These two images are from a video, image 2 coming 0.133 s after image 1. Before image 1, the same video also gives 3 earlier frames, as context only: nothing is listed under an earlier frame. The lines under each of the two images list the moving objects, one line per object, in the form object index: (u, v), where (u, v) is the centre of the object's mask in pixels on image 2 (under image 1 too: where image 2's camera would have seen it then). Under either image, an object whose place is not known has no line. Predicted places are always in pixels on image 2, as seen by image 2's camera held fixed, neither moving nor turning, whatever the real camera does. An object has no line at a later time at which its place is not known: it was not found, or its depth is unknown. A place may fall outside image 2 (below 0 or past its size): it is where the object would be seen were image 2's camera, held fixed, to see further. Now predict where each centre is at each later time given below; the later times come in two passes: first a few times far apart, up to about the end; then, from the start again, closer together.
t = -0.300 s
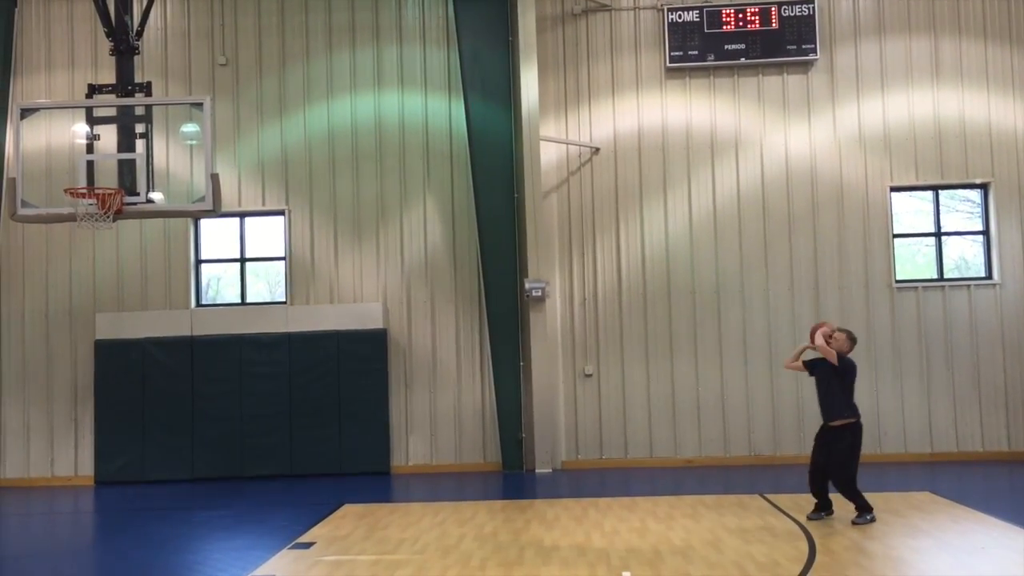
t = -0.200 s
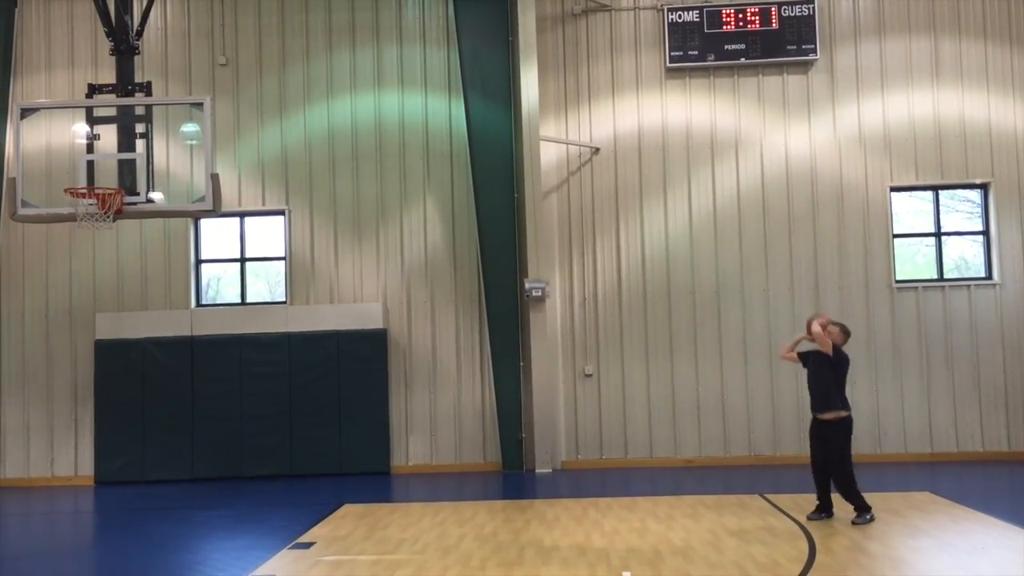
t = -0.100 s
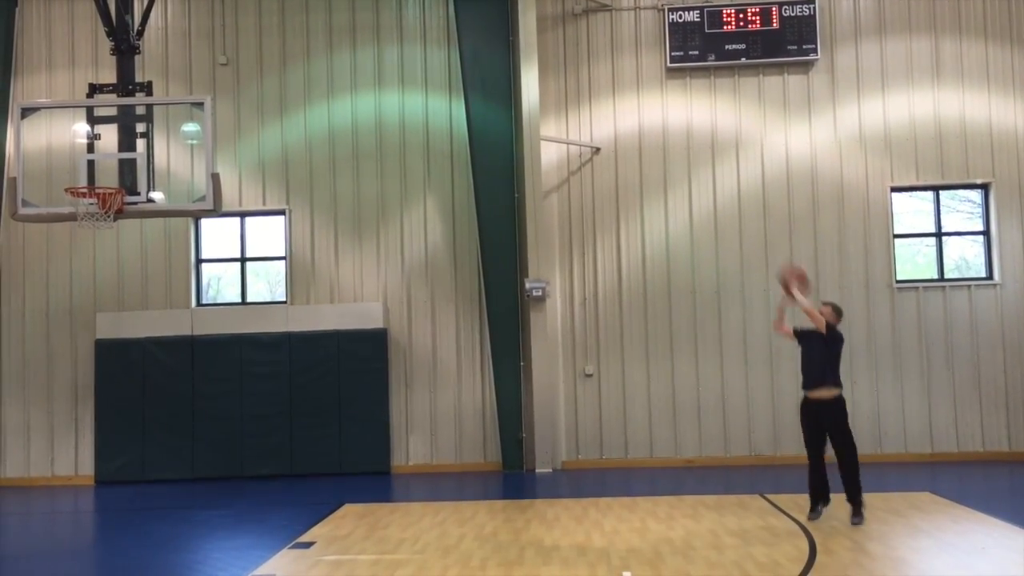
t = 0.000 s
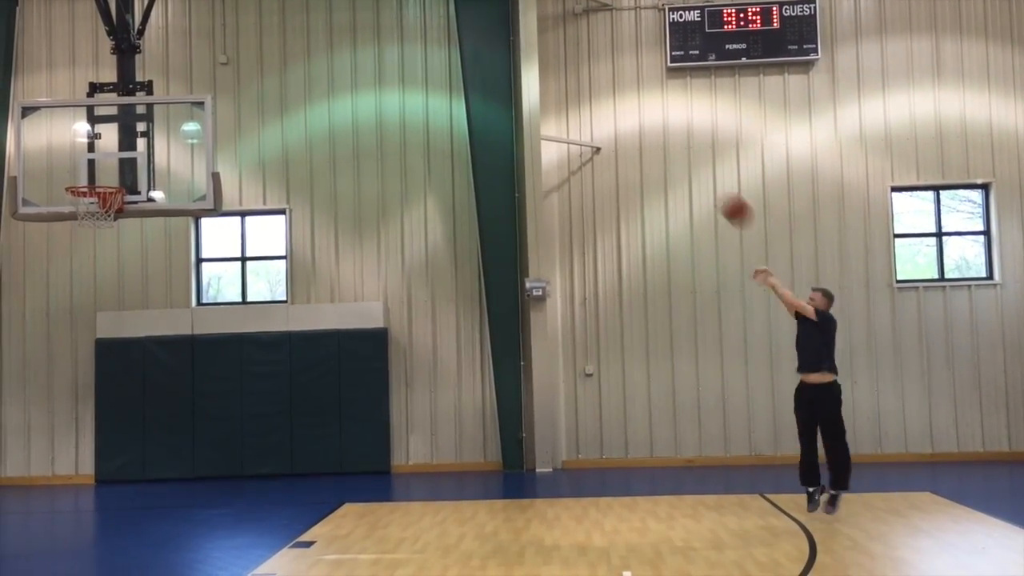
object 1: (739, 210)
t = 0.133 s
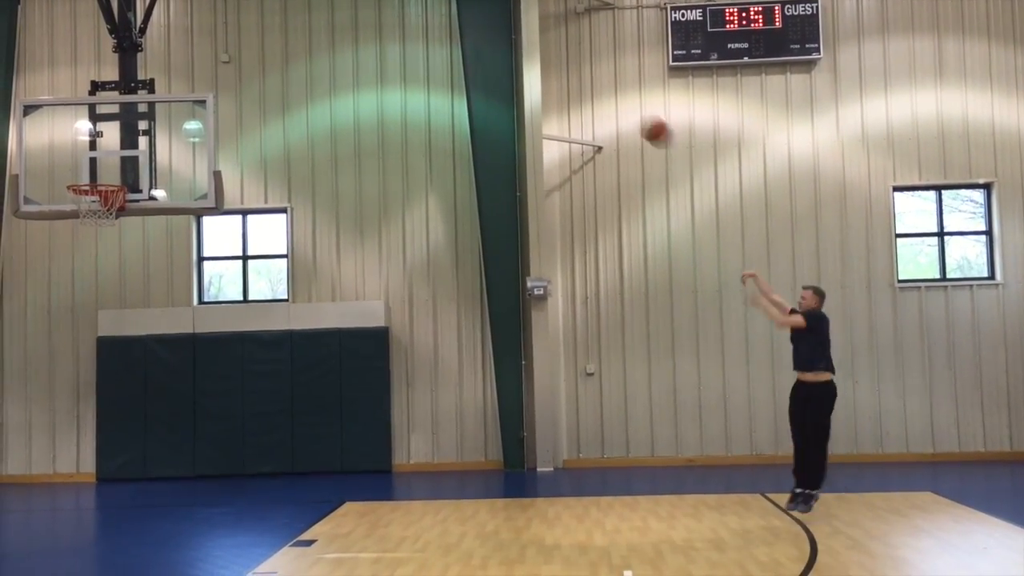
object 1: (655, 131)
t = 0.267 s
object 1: (579, 74)
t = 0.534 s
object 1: (426, 17)
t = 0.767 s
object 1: (301, 32)
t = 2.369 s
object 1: (112, 394)
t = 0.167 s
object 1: (636, 114)
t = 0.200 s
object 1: (615, 99)
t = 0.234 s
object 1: (597, 86)
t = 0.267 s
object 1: (579, 74)
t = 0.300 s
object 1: (559, 63)
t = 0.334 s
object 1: (540, 52)
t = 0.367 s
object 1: (520, 42)
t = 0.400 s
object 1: (502, 34)
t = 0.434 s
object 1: (483, 29)
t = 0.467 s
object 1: (466, 24)
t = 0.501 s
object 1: (446, 21)
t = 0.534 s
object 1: (426, 17)
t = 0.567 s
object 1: (408, 17)
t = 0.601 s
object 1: (391, 16)
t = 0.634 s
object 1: (372, 17)
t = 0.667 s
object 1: (354, 19)
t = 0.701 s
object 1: (337, 22)
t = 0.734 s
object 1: (320, 27)
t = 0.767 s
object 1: (301, 32)
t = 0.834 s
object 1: (267, 47)
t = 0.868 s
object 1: (250, 56)
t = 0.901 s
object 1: (233, 66)
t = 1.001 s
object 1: (183, 104)
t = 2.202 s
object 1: (94, 465)
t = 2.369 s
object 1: (112, 394)
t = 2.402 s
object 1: (116, 385)
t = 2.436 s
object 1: (121, 376)
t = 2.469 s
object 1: (125, 368)
